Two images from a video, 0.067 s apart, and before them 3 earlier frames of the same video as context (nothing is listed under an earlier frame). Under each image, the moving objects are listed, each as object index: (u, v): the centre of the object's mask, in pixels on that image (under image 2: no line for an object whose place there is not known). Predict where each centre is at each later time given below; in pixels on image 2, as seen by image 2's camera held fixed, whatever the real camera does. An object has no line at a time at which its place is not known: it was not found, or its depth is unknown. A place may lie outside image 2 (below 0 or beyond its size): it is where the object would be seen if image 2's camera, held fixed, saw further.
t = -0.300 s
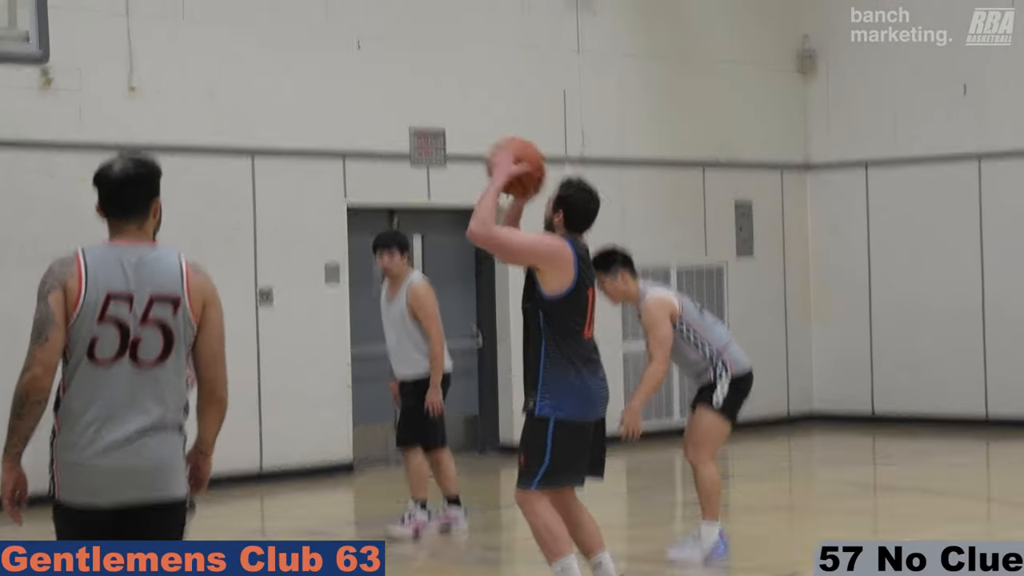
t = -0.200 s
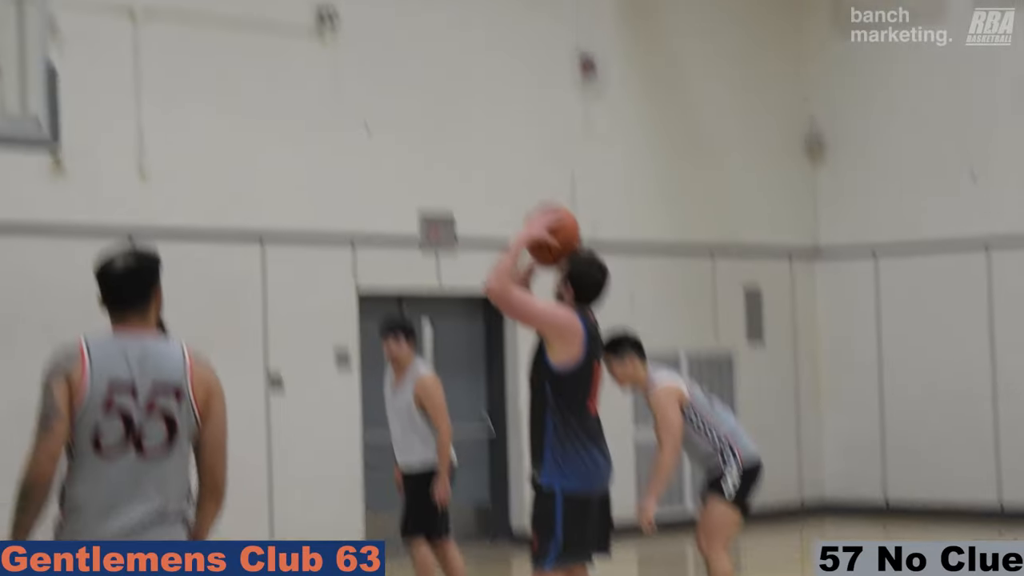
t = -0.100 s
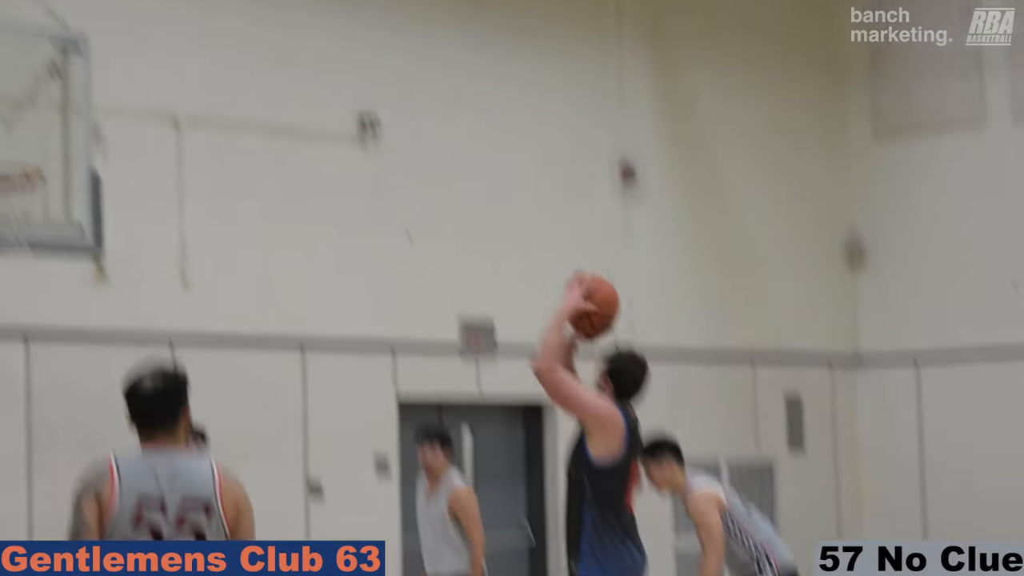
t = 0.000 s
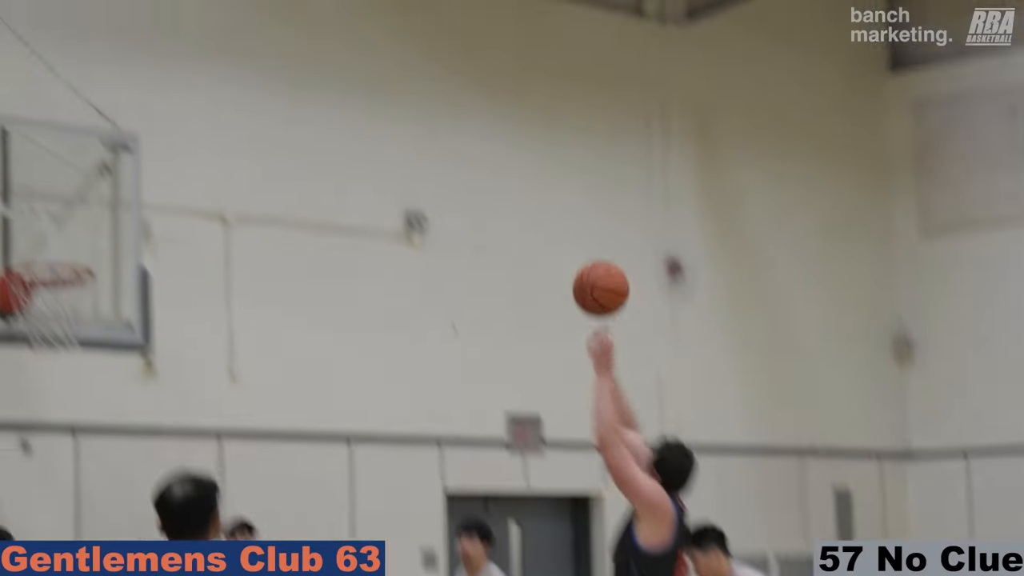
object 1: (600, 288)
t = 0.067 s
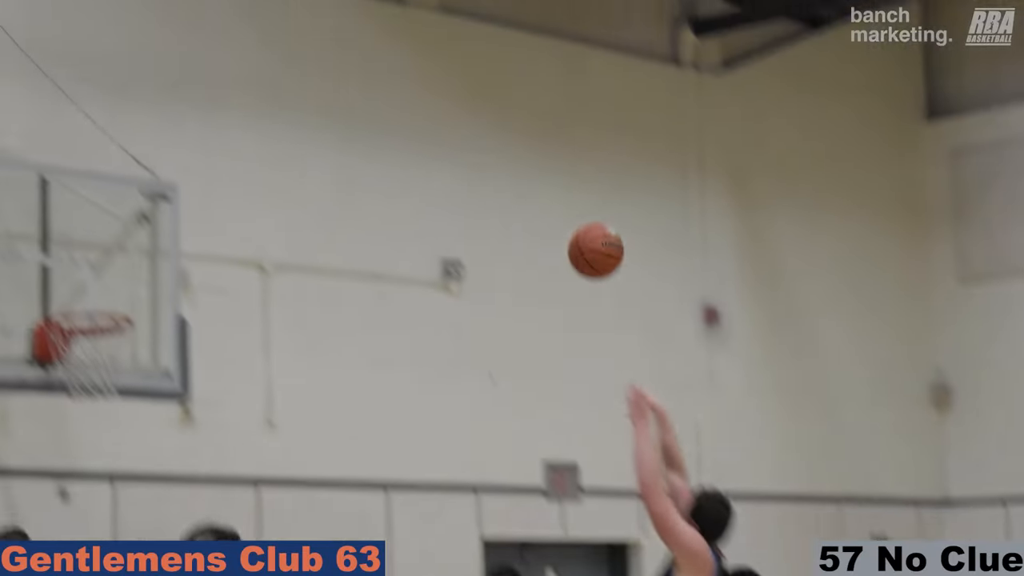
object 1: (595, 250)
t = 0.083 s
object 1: (586, 232)
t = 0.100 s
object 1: (576, 213)
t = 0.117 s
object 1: (566, 196)
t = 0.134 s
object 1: (557, 179)
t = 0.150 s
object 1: (547, 163)
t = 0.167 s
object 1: (538, 148)
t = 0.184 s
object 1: (529, 133)
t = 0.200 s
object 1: (520, 120)
